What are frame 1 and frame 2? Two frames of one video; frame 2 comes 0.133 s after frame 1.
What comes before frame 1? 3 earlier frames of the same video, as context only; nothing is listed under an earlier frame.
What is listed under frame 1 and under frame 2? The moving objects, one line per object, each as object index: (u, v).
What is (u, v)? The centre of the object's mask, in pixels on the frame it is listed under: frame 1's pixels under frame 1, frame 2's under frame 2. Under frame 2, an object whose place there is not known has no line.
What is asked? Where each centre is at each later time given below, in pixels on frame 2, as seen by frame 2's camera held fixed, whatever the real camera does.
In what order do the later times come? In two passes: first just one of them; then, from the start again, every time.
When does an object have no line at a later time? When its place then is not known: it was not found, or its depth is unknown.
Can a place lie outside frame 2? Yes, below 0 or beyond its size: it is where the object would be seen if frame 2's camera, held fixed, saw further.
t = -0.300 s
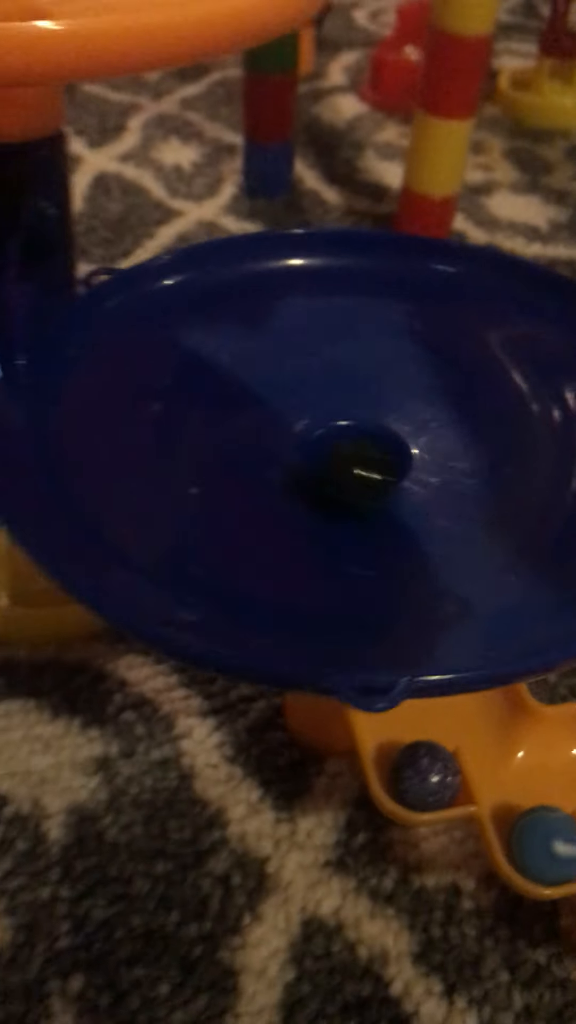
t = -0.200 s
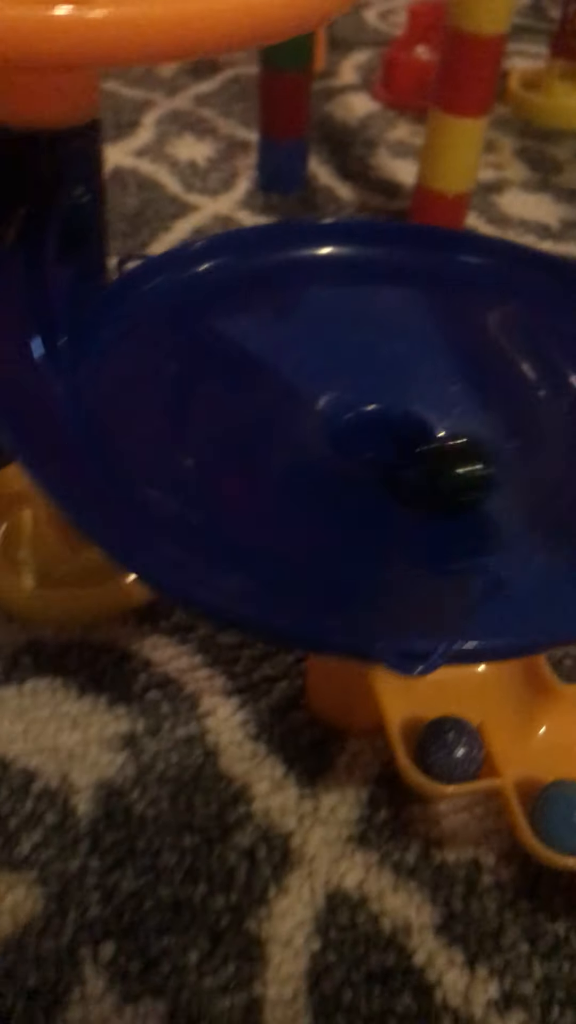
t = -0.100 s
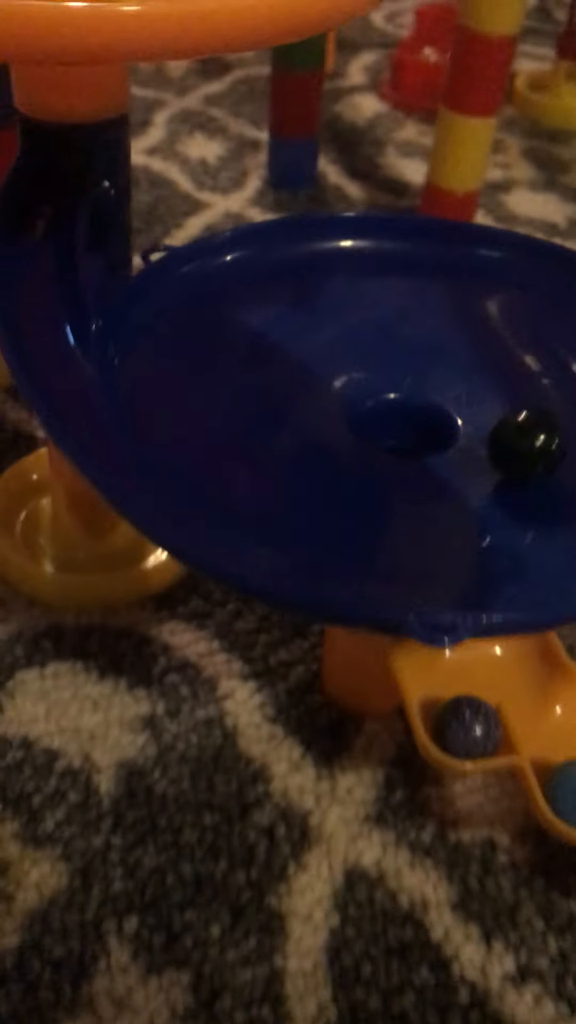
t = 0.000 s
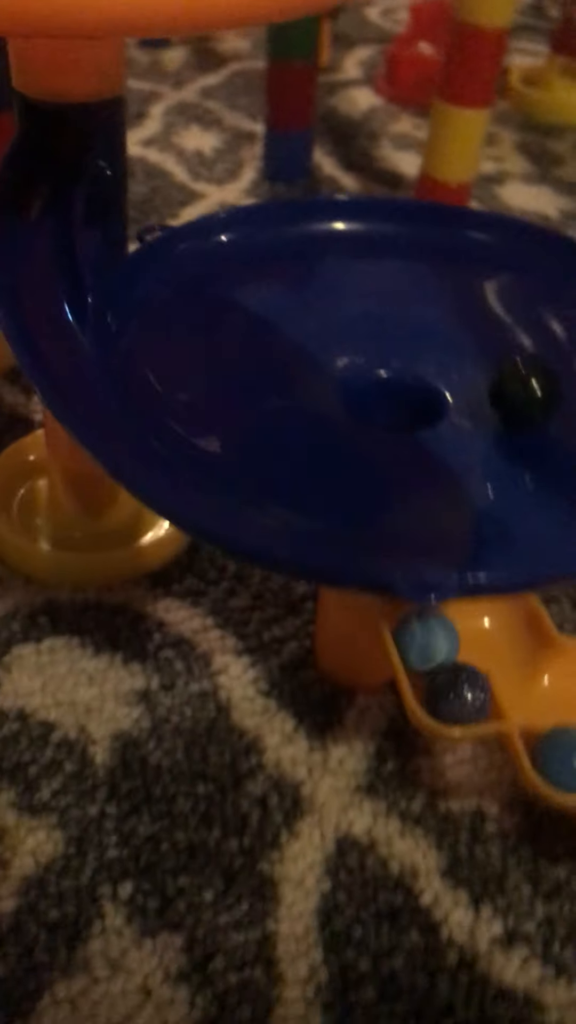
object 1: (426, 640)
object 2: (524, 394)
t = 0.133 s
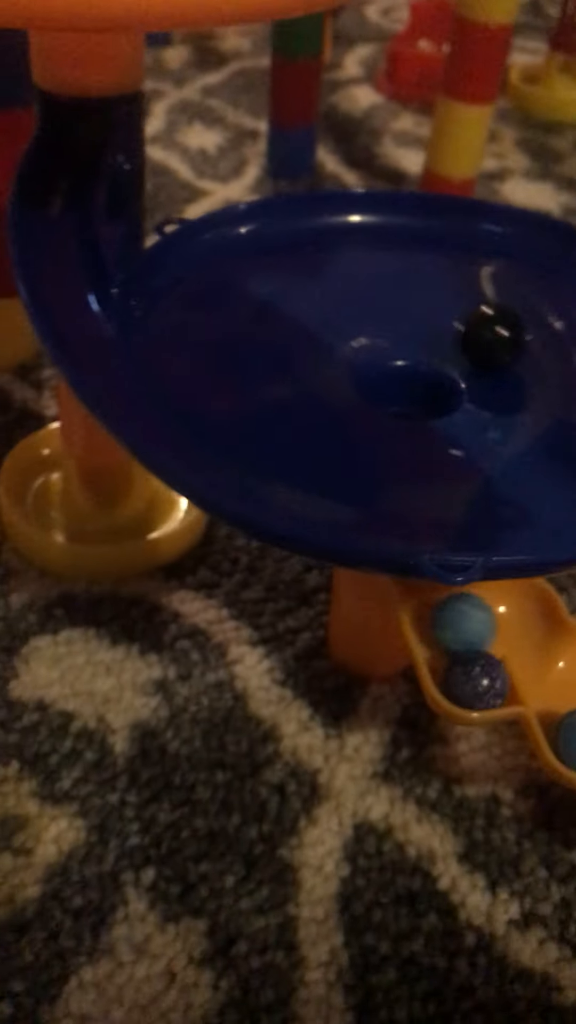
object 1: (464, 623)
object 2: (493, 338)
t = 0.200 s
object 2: (449, 320)
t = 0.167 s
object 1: (474, 622)
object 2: (470, 329)
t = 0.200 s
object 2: (449, 320)
